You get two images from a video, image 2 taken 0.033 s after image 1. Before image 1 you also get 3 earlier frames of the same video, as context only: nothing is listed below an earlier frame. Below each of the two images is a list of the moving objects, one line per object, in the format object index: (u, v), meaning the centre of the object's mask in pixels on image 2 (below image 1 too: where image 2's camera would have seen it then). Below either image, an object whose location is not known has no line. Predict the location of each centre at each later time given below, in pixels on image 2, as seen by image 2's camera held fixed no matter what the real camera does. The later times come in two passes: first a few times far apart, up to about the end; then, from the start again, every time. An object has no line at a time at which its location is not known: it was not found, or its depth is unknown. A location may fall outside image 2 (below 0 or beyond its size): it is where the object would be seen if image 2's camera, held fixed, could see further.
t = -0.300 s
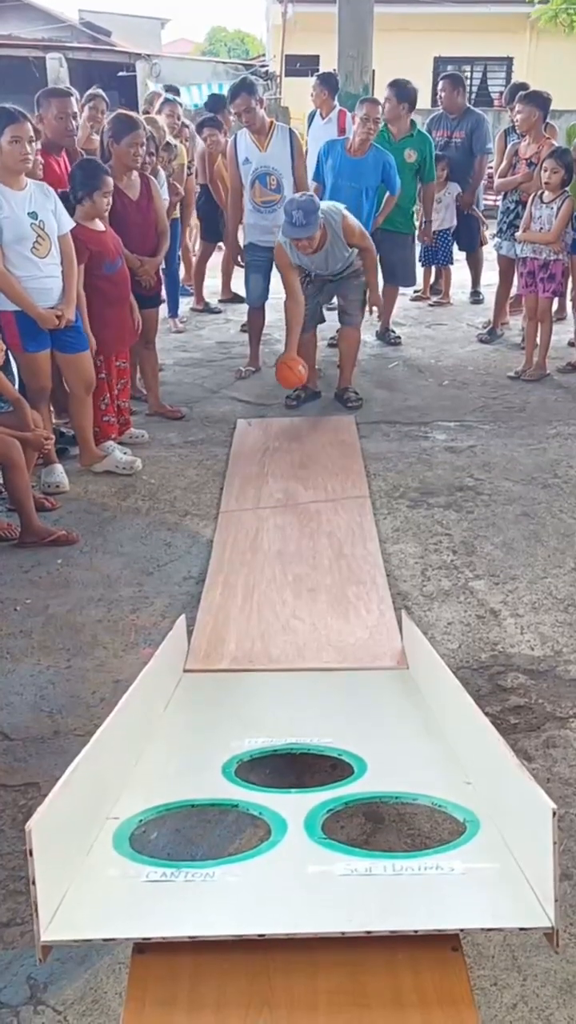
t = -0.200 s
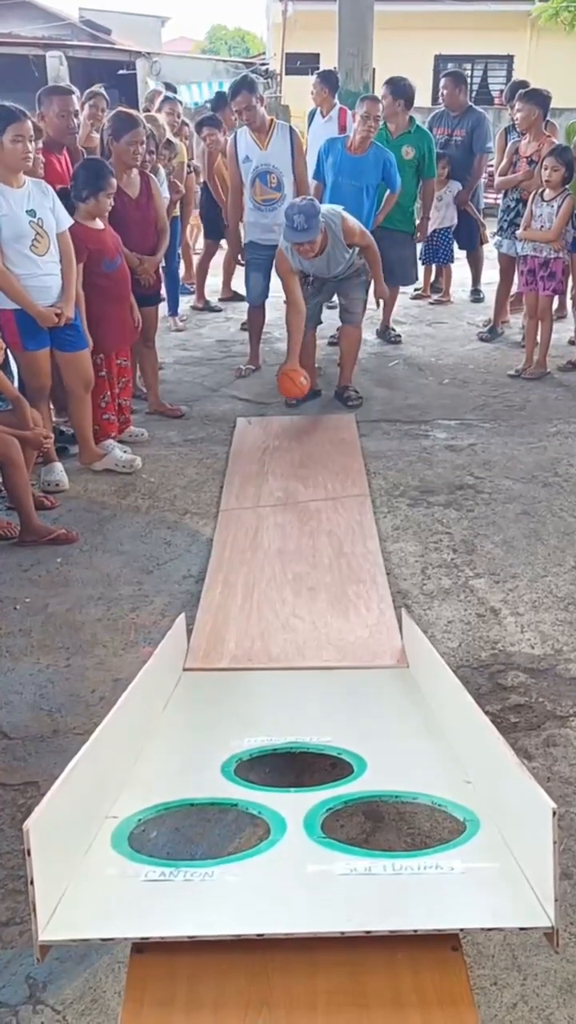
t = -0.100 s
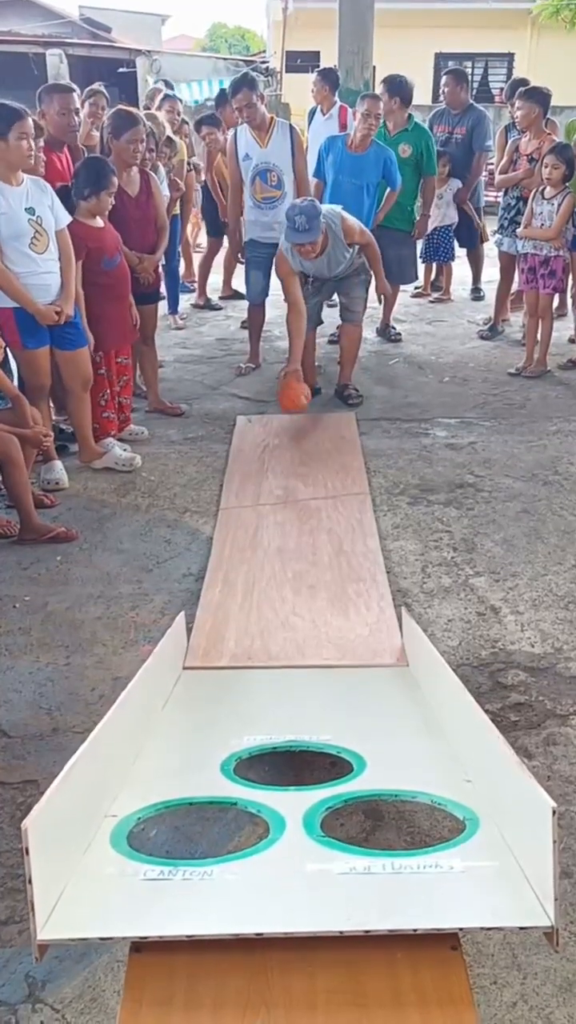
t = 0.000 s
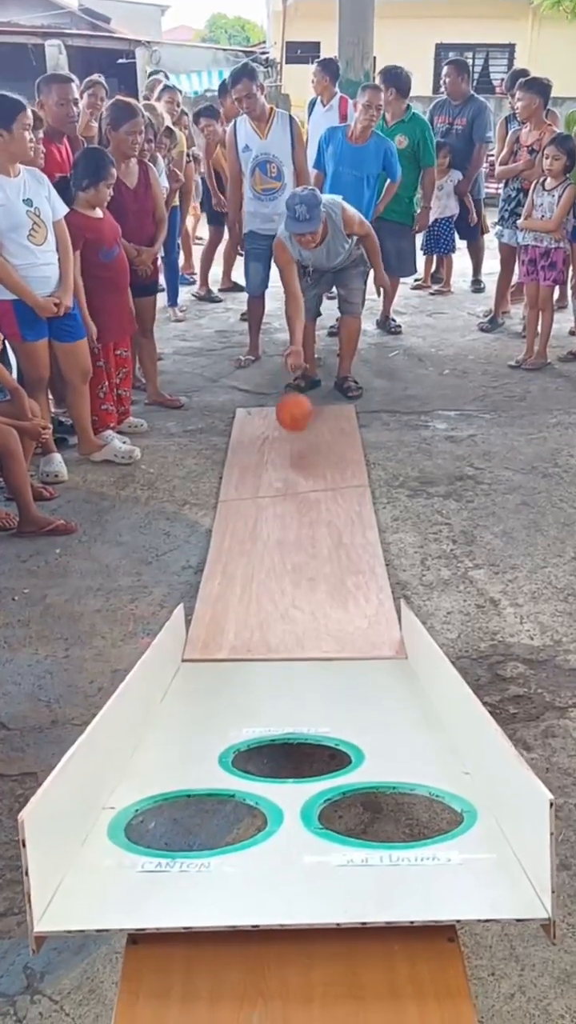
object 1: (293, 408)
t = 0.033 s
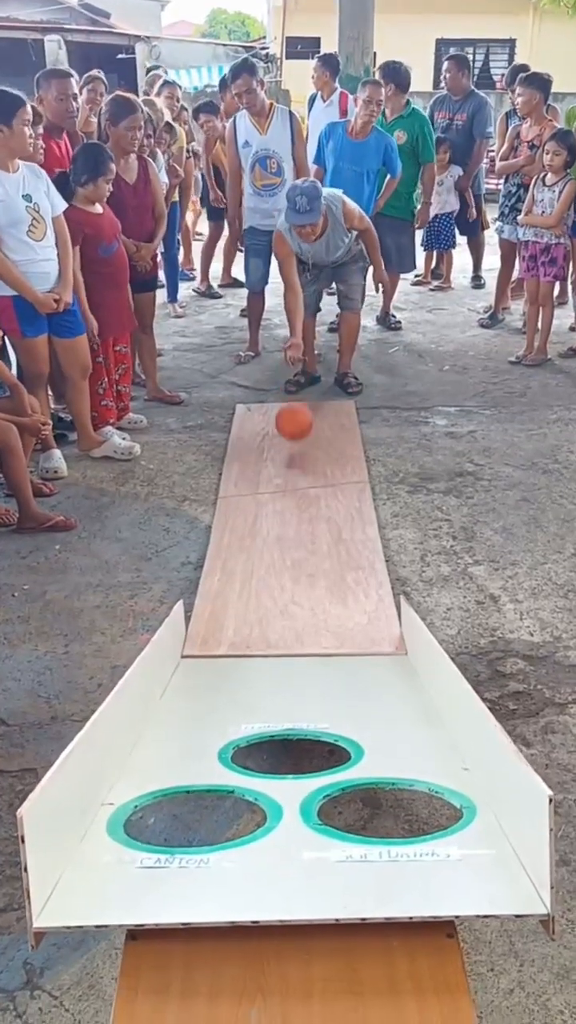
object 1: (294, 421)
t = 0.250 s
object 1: (292, 471)
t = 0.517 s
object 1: (286, 545)
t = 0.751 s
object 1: (279, 619)
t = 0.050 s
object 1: (294, 430)
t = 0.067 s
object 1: (294, 439)
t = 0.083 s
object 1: (294, 443)
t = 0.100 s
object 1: (294, 443)
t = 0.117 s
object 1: (294, 444)
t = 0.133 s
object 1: (293, 446)
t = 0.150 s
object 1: (293, 448)
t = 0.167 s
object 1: (293, 450)
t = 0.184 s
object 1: (293, 453)
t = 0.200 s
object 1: (293, 457)
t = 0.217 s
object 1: (293, 461)
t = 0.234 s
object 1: (292, 466)
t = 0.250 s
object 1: (292, 471)
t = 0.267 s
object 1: (292, 478)
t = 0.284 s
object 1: (292, 487)
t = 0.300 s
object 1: (292, 495)
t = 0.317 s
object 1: (291, 497)
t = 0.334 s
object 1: (291, 496)
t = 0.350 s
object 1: (290, 498)
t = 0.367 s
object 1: (290, 500)
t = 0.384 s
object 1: (289, 502)
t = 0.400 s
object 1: (289, 504)
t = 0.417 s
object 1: (288, 507)
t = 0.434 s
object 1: (288, 511)
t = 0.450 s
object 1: (288, 515)
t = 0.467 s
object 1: (287, 520)
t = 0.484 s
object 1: (287, 527)
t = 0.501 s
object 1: (286, 536)
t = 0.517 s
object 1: (286, 545)
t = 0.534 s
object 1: (285, 556)
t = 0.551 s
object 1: (285, 561)
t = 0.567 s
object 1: (284, 562)
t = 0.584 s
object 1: (284, 565)
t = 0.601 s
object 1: (283, 568)
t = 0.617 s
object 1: (283, 571)
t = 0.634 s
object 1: (282, 575)
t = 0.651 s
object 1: (282, 580)
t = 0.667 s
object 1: (281, 587)
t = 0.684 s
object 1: (281, 594)
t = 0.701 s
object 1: (280, 602)
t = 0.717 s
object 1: (280, 607)
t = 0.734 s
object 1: (279, 613)
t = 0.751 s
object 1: (279, 619)
